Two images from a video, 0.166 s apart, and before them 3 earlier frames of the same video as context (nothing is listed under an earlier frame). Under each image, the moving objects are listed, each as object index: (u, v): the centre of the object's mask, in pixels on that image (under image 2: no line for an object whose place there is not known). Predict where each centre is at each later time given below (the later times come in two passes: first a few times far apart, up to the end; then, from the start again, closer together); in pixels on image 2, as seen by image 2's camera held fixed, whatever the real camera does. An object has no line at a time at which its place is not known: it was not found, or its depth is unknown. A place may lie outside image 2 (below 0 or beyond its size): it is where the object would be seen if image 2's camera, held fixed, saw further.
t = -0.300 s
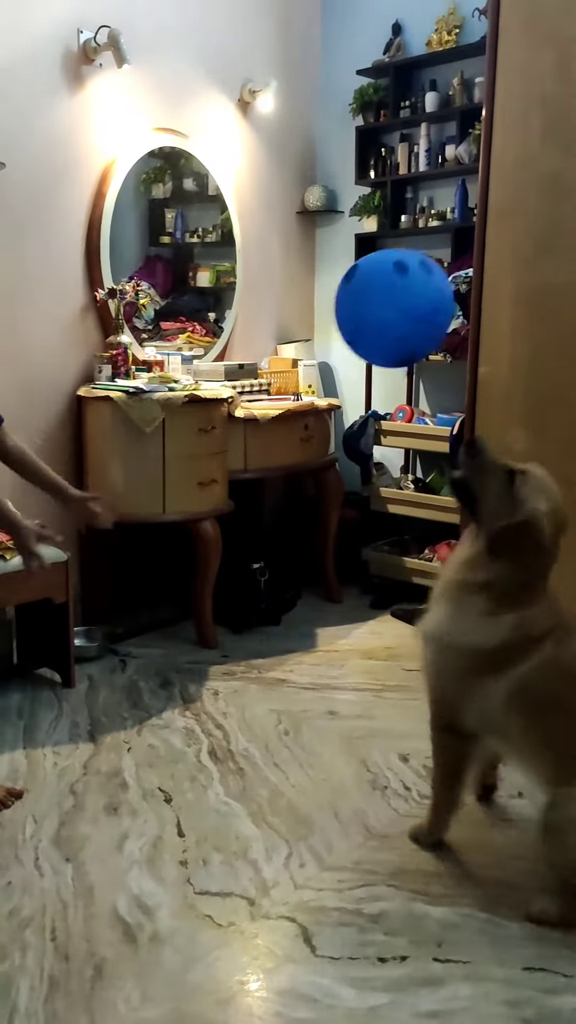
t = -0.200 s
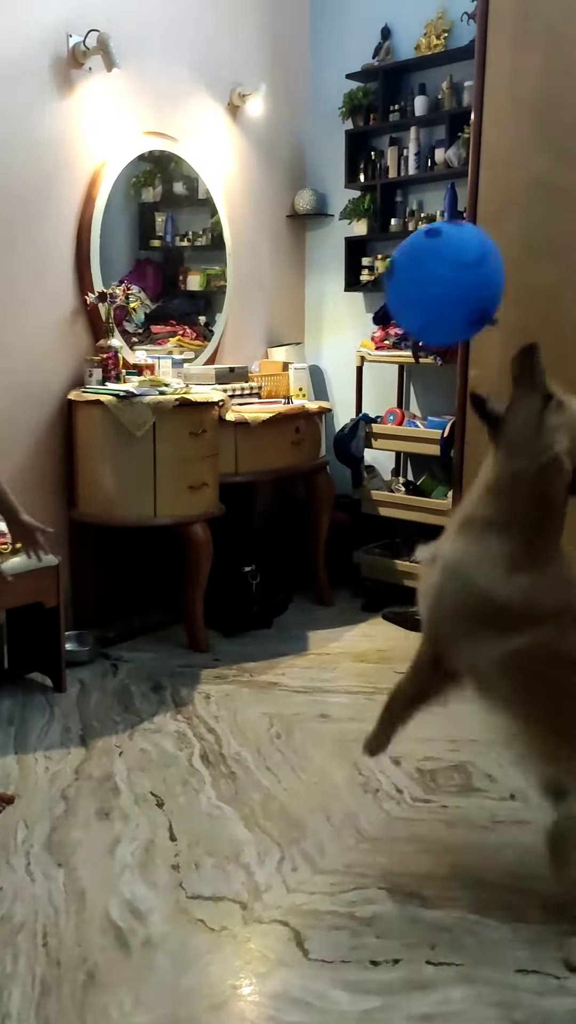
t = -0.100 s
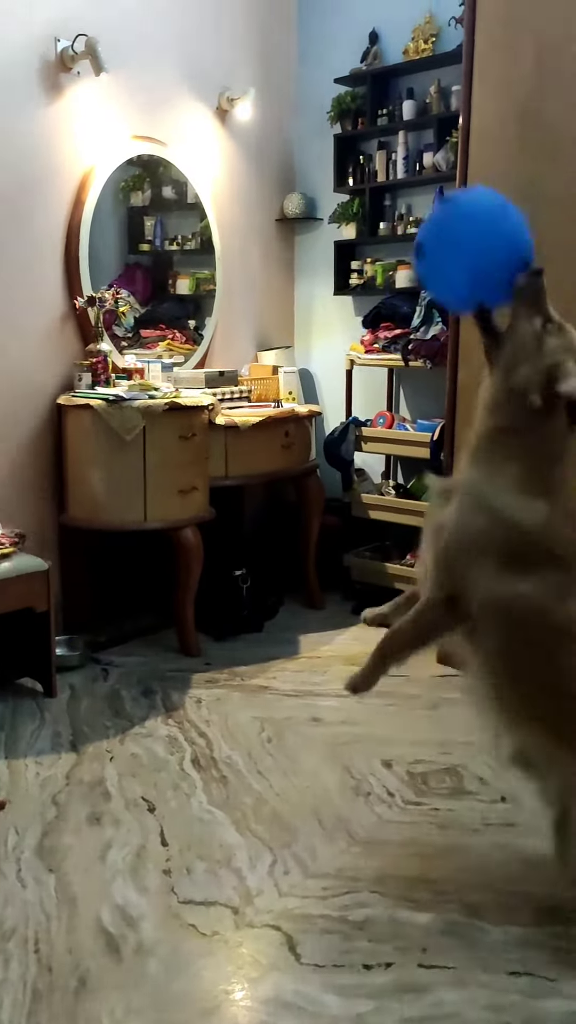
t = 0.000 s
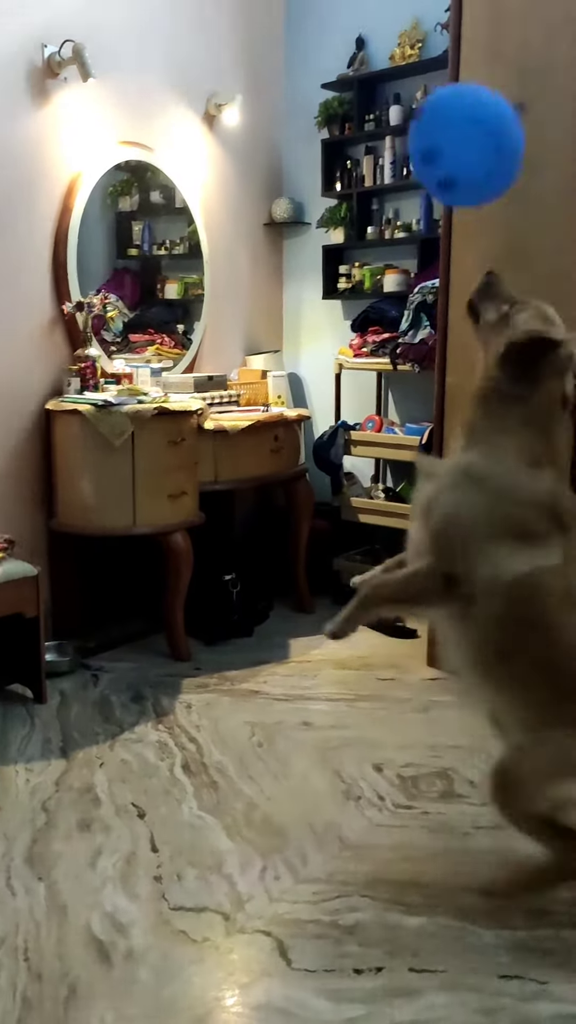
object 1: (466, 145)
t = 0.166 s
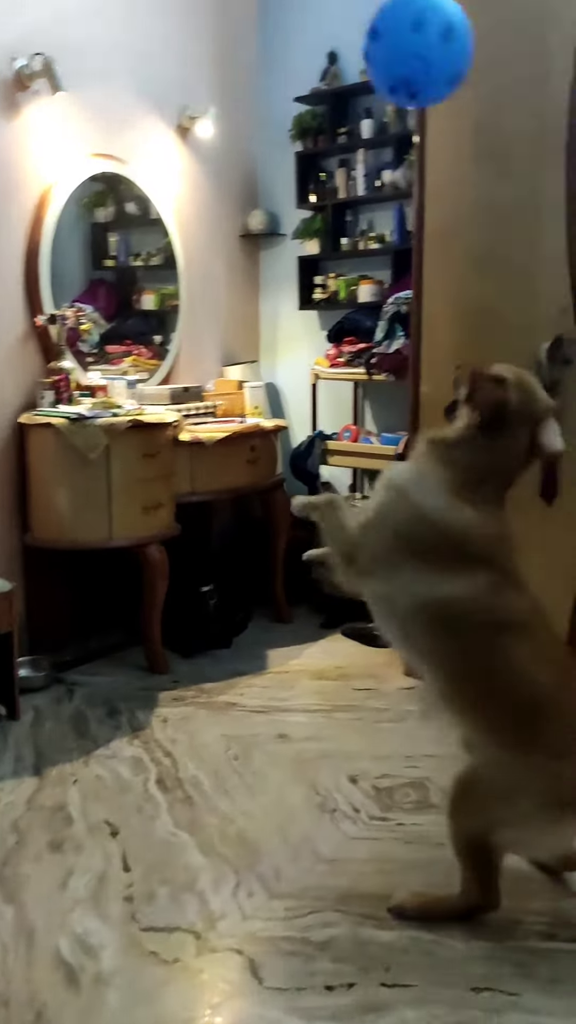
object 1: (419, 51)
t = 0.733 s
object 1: (359, 27)
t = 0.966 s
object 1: (348, 94)
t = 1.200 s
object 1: (343, 183)
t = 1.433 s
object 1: (342, 291)
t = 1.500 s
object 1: (341, 323)
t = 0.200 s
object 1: (416, 40)
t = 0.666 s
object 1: (363, 17)
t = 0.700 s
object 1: (361, 21)
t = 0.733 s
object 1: (359, 27)
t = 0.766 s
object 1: (357, 35)
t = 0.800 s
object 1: (355, 43)
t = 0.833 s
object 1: (354, 52)
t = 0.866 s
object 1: (352, 62)
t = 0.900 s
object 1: (351, 72)
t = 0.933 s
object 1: (350, 82)
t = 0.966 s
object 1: (348, 94)
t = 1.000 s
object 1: (347, 105)
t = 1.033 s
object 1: (346, 117)
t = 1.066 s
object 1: (346, 130)
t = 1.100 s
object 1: (345, 143)
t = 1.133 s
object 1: (344, 156)
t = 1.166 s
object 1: (343, 170)
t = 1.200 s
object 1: (343, 183)
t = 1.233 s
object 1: (342, 198)
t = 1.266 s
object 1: (342, 212)
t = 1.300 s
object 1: (343, 228)
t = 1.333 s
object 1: (343, 242)
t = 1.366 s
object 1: (343, 258)
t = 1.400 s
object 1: (343, 274)
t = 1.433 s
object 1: (342, 291)
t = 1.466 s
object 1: (341, 306)
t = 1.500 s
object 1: (341, 323)
